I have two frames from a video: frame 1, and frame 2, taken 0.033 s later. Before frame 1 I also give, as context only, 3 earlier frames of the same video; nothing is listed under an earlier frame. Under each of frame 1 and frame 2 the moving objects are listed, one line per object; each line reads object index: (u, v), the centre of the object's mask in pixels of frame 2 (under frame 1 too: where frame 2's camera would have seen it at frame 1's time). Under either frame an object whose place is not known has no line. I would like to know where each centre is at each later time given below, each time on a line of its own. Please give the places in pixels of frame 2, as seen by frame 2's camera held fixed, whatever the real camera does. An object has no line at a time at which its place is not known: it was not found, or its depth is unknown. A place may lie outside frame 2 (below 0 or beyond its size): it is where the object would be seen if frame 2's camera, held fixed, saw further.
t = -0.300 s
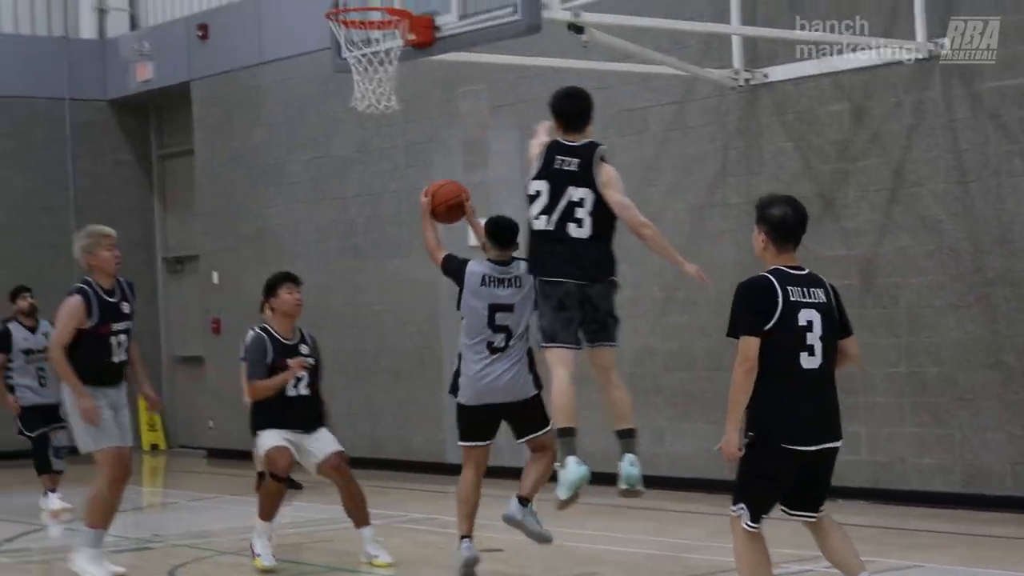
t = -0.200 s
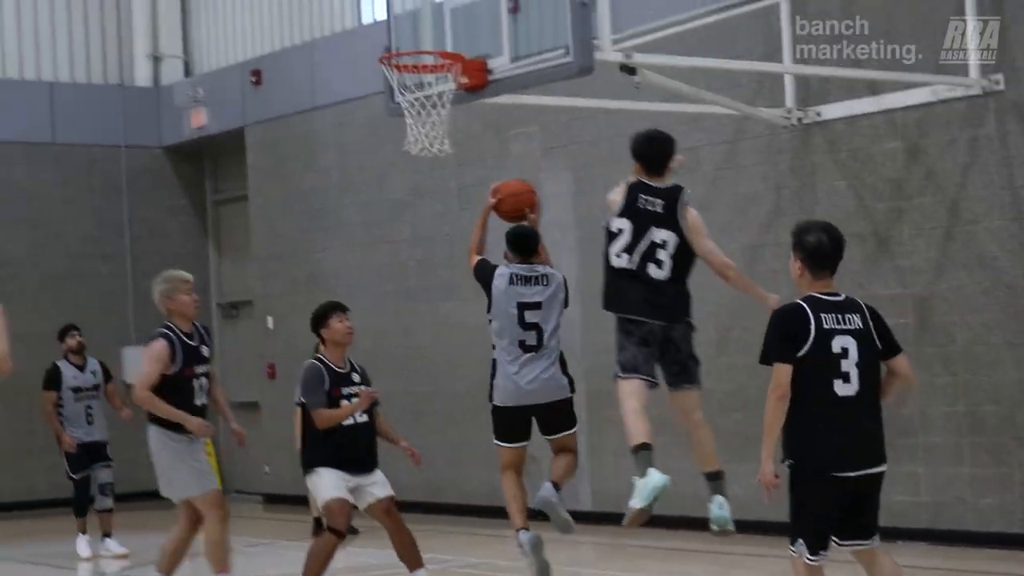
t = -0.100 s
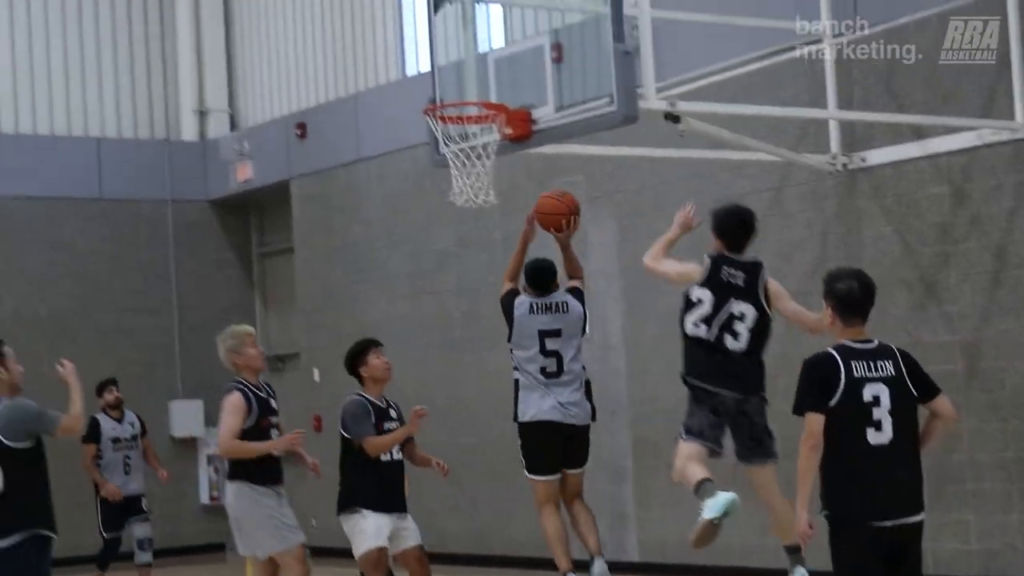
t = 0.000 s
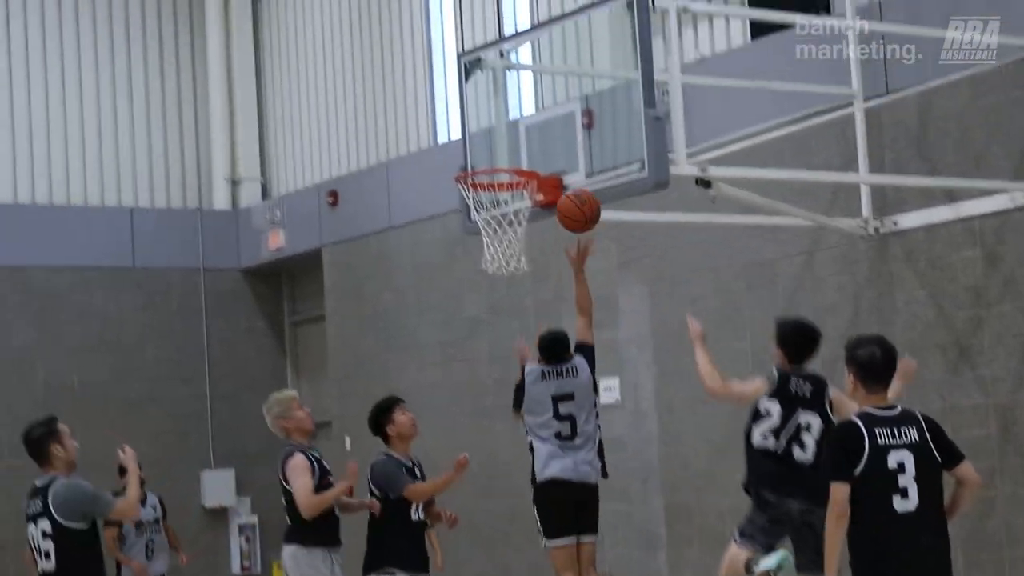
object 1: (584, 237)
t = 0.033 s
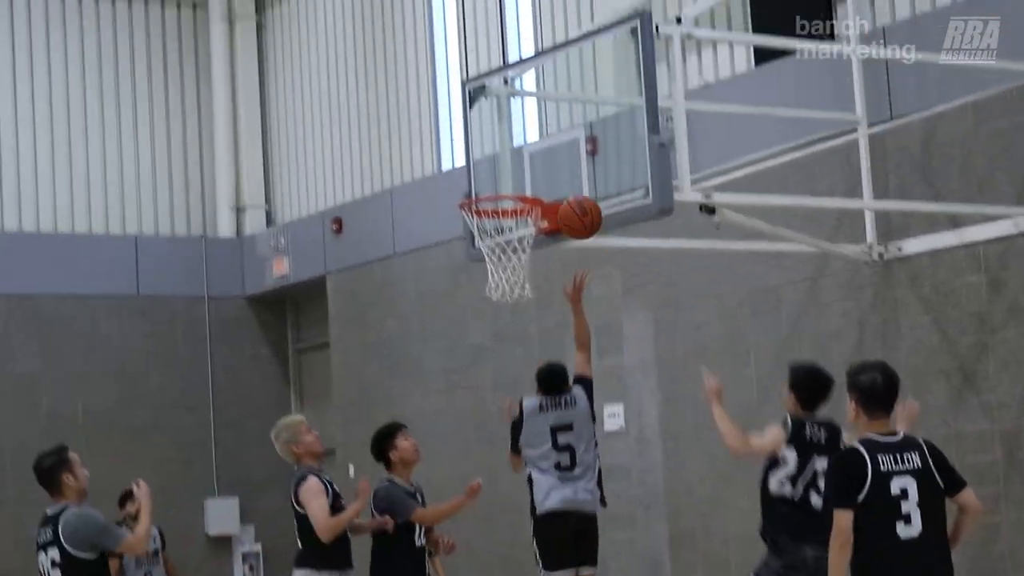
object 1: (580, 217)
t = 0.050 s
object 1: (580, 208)
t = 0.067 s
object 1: (578, 199)
